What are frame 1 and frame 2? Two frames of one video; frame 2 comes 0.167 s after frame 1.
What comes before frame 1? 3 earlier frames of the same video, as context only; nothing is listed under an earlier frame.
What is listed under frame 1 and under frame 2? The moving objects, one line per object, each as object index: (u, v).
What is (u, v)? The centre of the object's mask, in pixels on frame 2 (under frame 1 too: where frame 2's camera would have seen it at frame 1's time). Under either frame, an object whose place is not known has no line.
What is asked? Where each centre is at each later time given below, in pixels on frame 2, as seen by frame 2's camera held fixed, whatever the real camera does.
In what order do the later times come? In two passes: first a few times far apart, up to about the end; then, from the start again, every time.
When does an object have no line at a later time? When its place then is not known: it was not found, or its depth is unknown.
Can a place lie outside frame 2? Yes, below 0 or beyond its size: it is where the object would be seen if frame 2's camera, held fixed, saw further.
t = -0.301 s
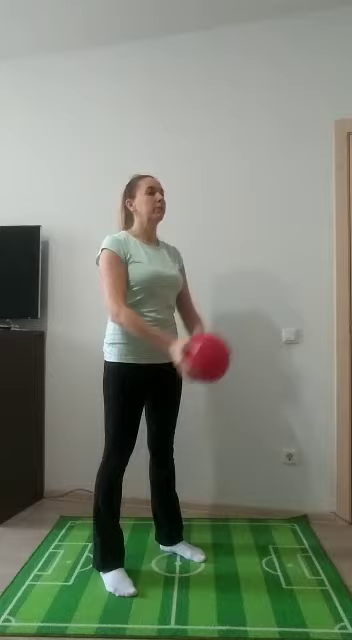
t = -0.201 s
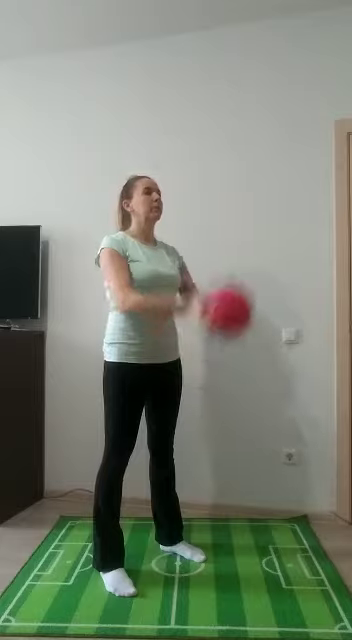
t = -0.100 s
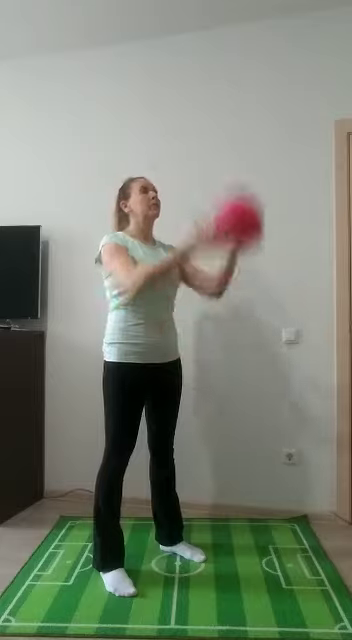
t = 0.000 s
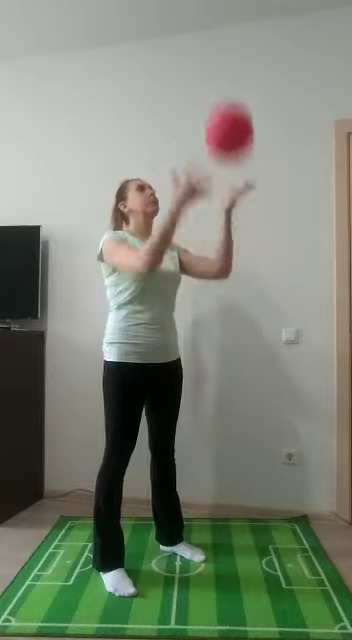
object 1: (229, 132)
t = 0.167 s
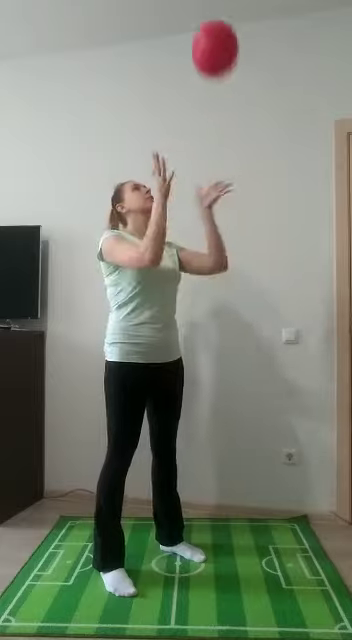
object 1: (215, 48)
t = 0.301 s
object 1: (203, 34)
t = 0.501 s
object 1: (188, 90)
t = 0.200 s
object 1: (212, 41)
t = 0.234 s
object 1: (209, 36)
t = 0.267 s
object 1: (206, 34)
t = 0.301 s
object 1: (203, 34)
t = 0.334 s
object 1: (201, 38)
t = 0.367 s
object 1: (198, 43)
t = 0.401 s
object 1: (196, 51)
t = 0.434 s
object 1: (193, 62)
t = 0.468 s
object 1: (191, 75)
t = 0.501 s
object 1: (188, 90)
